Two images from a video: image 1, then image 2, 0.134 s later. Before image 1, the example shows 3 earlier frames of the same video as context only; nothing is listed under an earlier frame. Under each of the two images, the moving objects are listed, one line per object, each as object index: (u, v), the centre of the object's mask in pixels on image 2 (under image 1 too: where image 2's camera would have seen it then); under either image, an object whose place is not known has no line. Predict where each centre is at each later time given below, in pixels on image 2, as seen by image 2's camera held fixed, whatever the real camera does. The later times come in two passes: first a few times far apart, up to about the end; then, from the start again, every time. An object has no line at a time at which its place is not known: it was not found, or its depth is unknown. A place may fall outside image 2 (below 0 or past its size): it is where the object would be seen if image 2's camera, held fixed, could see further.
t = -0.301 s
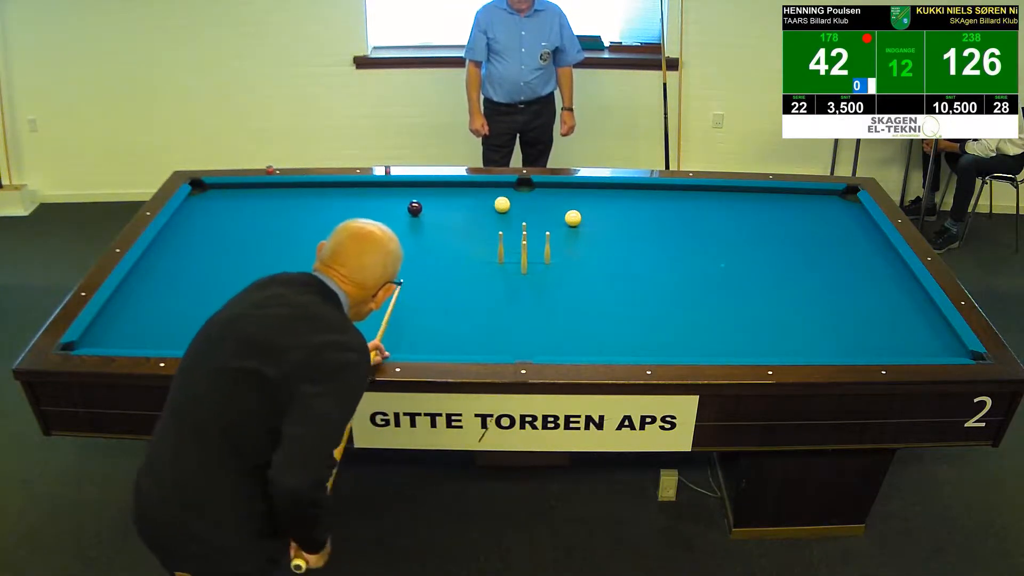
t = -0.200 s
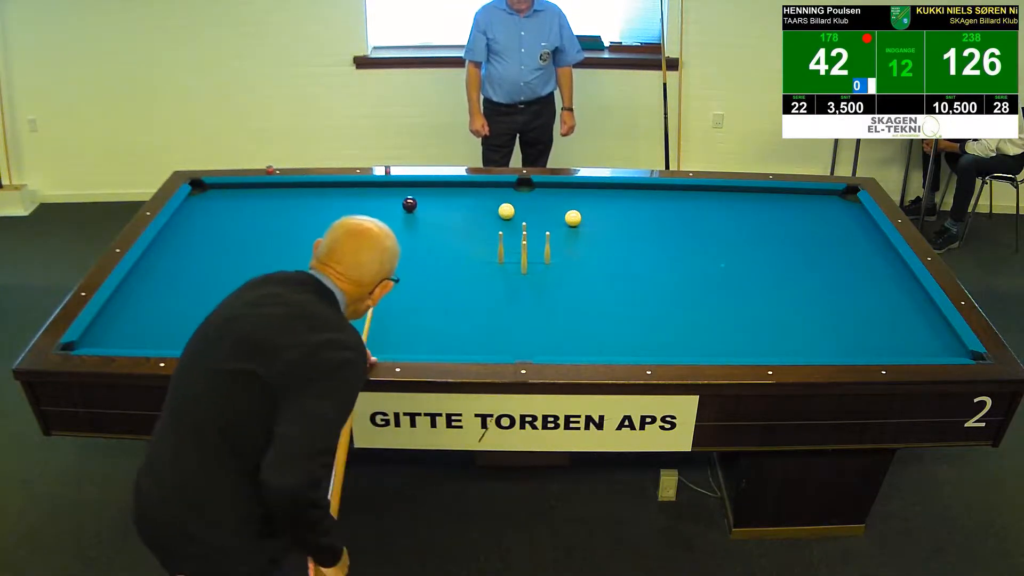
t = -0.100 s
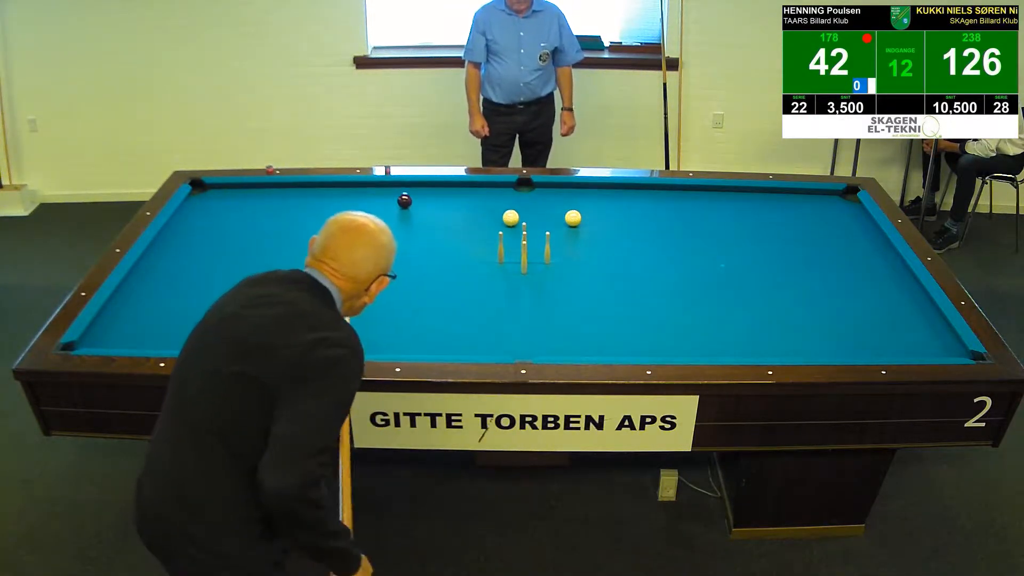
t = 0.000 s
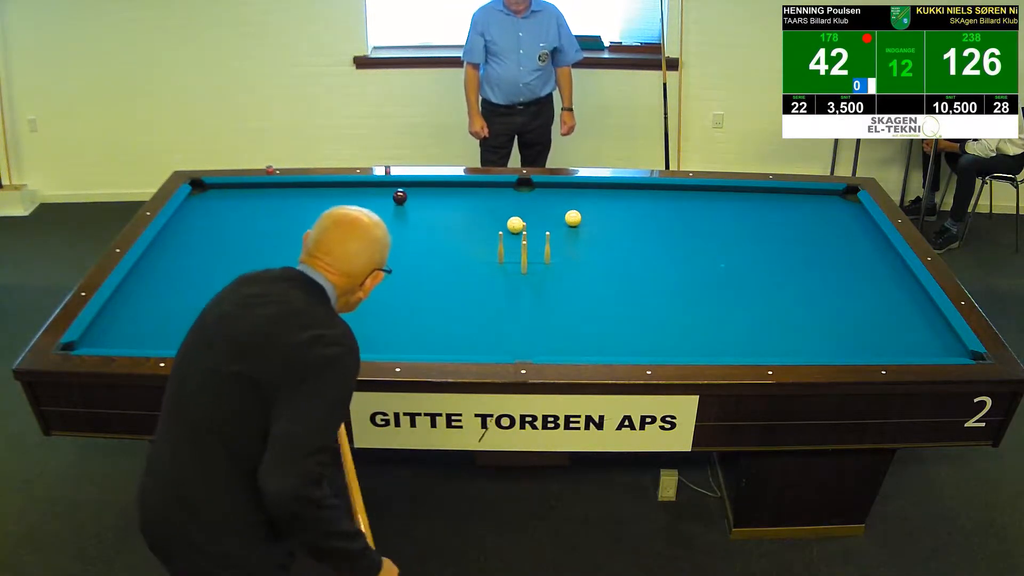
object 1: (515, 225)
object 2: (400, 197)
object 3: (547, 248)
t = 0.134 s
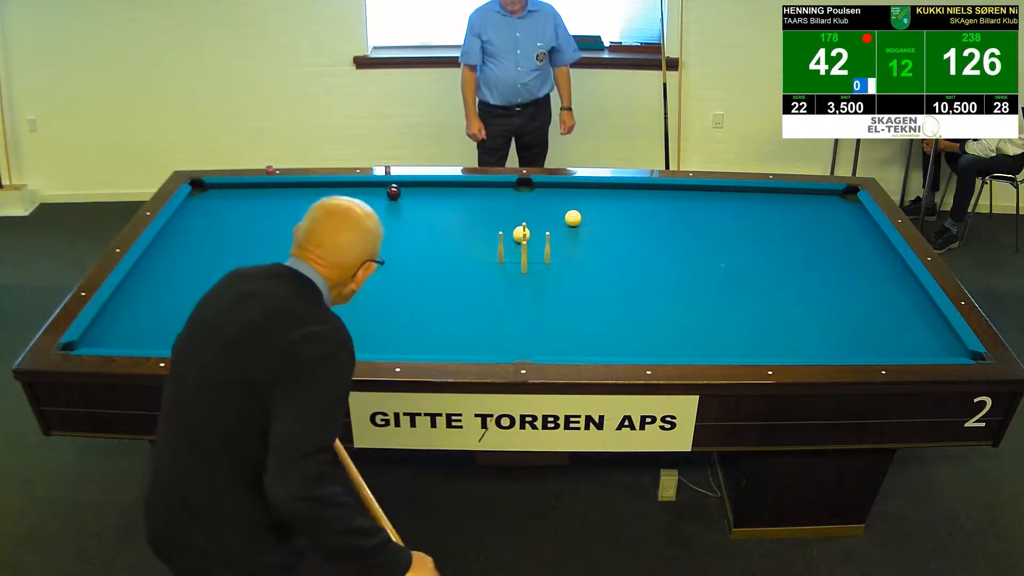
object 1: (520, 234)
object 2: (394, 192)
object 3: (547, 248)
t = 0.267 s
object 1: (531, 244)
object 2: (387, 188)
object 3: (547, 247)
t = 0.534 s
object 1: (541, 263)
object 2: (375, 188)
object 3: (554, 247)
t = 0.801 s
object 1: (556, 283)
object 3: (570, 256)
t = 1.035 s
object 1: (569, 301)
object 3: (574, 261)
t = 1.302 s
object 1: (584, 323)
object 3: (576, 262)
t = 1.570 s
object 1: (601, 345)
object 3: (576, 262)
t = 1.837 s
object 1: (610, 345)
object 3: (576, 262)
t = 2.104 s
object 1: (613, 333)
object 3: (575, 262)
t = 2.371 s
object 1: (617, 321)
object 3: (575, 262)
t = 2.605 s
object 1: (620, 312)
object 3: (575, 262)
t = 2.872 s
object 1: (623, 302)
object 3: (575, 262)
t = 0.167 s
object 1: (522, 236)
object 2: (392, 191)
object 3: (547, 248)
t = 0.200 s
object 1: (526, 238)
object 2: (391, 190)
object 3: (547, 248)
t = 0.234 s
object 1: (527, 241)
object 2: (389, 189)
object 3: (547, 247)
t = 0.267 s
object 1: (531, 244)
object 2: (387, 188)
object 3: (547, 247)
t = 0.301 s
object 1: (532, 246)
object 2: (386, 187)
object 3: (547, 248)
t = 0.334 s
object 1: (533, 248)
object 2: (384, 186)
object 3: (547, 248)
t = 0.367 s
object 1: (534, 251)
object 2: (383, 185)
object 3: (547, 247)
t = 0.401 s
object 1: (535, 253)
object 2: (382, 185)
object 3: (547, 247)
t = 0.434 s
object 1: (536, 256)
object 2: (380, 186)
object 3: (548, 247)
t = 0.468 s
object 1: (538, 258)
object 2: (378, 187)
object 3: (550, 248)
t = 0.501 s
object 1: (540, 261)
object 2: (376, 187)
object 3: (552, 248)
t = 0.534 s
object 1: (541, 263)
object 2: (375, 188)
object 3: (554, 247)
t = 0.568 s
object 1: (543, 266)
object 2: (373, 189)
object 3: (555, 247)
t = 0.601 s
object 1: (545, 268)
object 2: (371, 189)
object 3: (557, 248)
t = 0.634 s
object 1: (547, 270)
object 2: (370, 190)
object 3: (559, 249)
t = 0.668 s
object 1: (549, 273)
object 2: (368, 190)
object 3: (562, 252)
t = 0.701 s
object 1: (550, 275)
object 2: (366, 191)
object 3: (565, 255)
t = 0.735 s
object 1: (552, 278)
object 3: (568, 261)
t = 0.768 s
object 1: (554, 280)
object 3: (569, 258)
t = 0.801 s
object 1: (556, 283)
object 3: (570, 256)
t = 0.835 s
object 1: (557, 285)
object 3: (571, 256)
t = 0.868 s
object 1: (559, 288)
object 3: (571, 259)
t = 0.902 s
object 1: (561, 290)
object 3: (573, 262)
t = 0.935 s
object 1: (563, 293)
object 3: (573, 260)
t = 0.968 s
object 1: (565, 296)
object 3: (573, 260)
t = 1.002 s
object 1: (567, 298)
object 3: (574, 262)
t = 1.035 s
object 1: (569, 301)
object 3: (574, 261)
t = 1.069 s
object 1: (571, 303)
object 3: (574, 261)
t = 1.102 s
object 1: (573, 306)
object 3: (575, 262)
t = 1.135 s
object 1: (574, 309)
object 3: (576, 262)
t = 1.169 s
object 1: (576, 312)
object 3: (576, 262)
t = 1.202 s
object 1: (578, 314)
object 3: (575, 262)
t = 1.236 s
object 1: (580, 317)
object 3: (576, 262)
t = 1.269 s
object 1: (582, 320)
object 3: (576, 262)
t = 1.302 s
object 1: (584, 323)
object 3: (576, 262)
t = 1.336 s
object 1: (586, 326)
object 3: (575, 262)
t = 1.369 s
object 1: (588, 328)
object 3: (576, 262)
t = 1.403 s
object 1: (590, 331)
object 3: (576, 262)
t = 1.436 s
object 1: (592, 334)
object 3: (575, 262)
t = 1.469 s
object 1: (594, 337)
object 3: (575, 262)
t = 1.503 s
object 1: (596, 340)
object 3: (575, 262)
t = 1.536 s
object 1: (598, 342)
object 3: (575, 262)
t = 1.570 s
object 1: (601, 345)
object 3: (576, 262)
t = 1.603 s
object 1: (603, 348)
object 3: (576, 262)
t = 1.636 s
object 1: (605, 350)
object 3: (575, 262)
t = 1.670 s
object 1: (607, 351)
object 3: (575, 262)
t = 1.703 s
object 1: (608, 350)
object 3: (575, 262)
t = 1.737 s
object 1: (608, 349)
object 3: (575, 262)
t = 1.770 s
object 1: (609, 348)
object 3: (575, 262)
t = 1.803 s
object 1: (609, 347)
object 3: (575, 262)
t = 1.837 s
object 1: (610, 345)
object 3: (576, 262)
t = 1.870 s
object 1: (610, 344)
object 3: (576, 262)
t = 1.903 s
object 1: (611, 342)
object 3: (576, 262)
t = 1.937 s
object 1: (611, 341)
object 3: (576, 262)
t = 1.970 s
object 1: (611, 339)
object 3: (575, 262)
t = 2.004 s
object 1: (612, 337)
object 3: (575, 262)
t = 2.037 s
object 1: (612, 336)
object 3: (575, 262)
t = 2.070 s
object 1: (613, 334)
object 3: (575, 262)
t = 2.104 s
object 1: (613, 333)
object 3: (575, 262)
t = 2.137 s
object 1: (614, 331)
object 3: (575, 262)
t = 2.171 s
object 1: (614, 330)
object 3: (575, 262)
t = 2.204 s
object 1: (615, 328)
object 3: (575, 262)
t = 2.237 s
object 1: (615, 327)
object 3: (575, 262)
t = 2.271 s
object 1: (616, 325)
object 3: (575, 262)
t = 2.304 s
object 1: (616, 324)
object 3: (575, 262)
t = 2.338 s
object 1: (616, 322)
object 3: (575, 262)
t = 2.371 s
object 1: (617, 321)
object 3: (575, 262)
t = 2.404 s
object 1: (617, 320)
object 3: (575, 262)
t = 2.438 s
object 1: (618, 318)
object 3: (575, 262)
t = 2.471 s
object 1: (618, 317)
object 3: (575, 262)
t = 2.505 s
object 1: (619, 316)
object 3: (575, 262)
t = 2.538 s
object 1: (619, 314)
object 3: (575, 262)
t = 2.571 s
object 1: (619, 313)
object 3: (575, 262)
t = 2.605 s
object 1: (620, 312)
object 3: (575, 262)
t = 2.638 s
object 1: (620, 310)
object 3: (575, 262)
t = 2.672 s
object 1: (620, 309)
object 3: (575, 262)
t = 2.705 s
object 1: (621, 308)
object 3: (575, 262)
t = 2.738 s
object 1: (621, 306)
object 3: (575, 262)
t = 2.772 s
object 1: (621, 305)
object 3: (575, 262)
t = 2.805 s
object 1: (622, 304)
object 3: (575, 262)
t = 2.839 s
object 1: (622, 303)
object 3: (575, 262)
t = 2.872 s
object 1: (623, 302)
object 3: (575, 262)
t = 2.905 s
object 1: (623, 300)
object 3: (575, 262)
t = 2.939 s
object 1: (623, 299)
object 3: (575, 262)
